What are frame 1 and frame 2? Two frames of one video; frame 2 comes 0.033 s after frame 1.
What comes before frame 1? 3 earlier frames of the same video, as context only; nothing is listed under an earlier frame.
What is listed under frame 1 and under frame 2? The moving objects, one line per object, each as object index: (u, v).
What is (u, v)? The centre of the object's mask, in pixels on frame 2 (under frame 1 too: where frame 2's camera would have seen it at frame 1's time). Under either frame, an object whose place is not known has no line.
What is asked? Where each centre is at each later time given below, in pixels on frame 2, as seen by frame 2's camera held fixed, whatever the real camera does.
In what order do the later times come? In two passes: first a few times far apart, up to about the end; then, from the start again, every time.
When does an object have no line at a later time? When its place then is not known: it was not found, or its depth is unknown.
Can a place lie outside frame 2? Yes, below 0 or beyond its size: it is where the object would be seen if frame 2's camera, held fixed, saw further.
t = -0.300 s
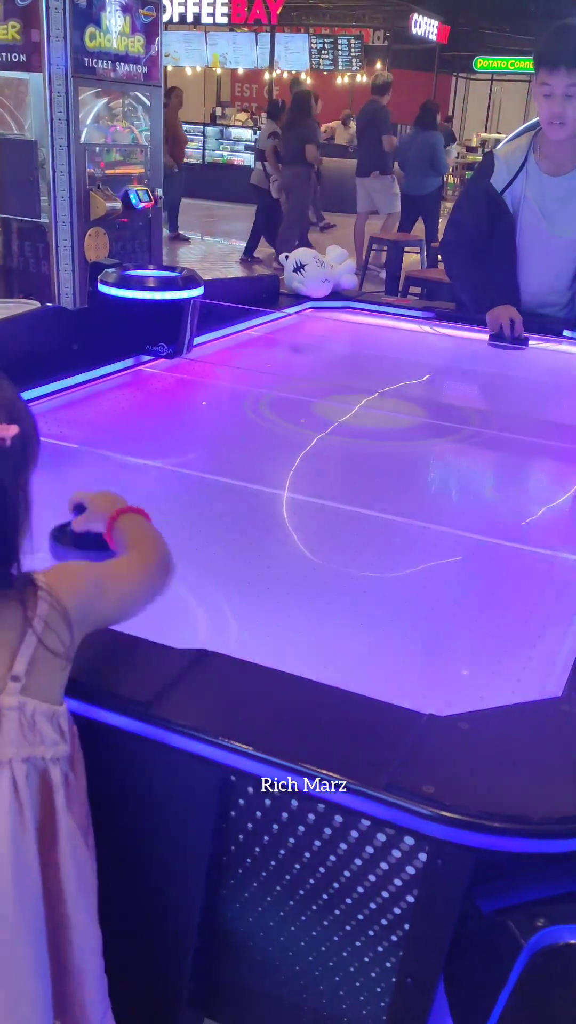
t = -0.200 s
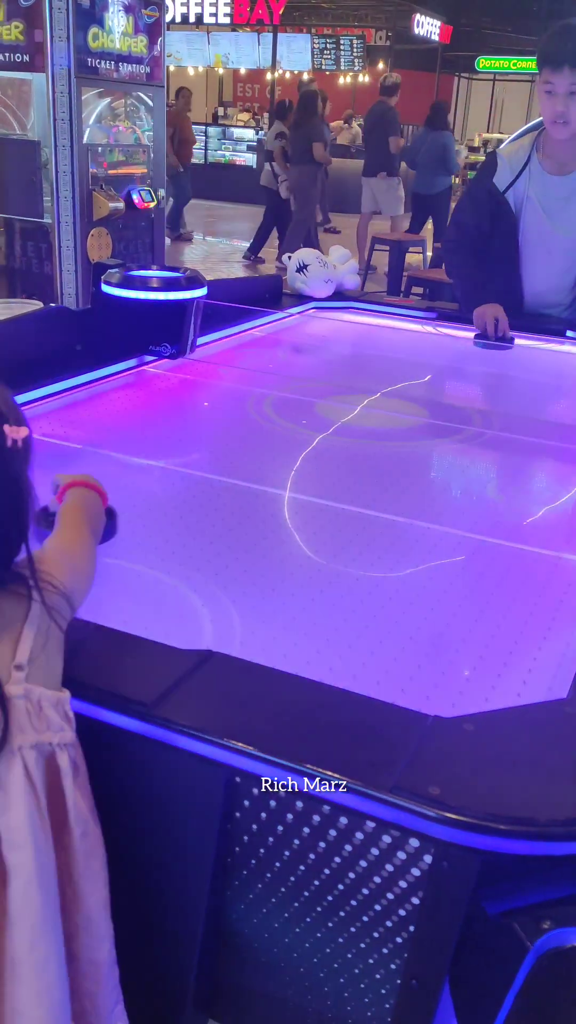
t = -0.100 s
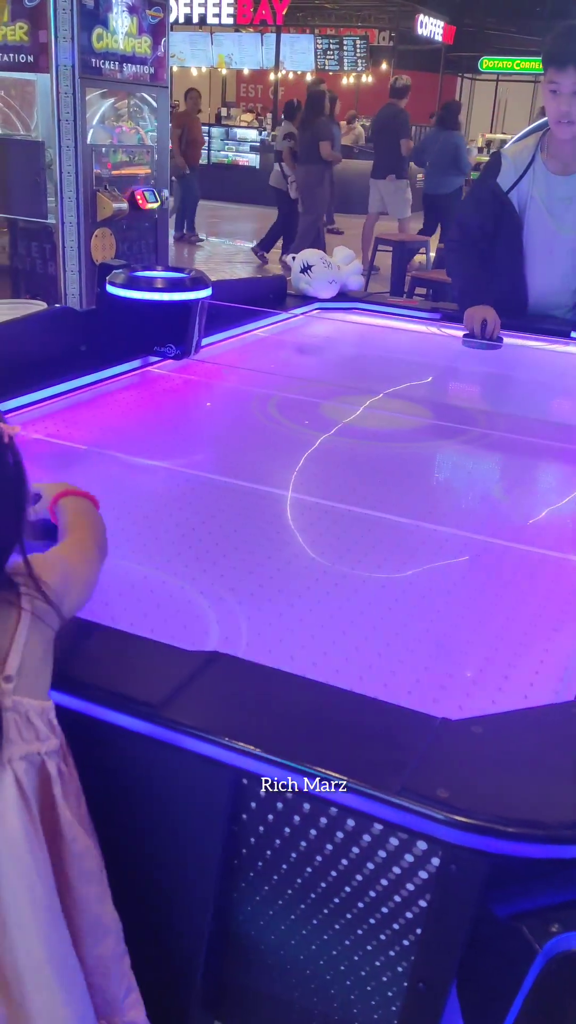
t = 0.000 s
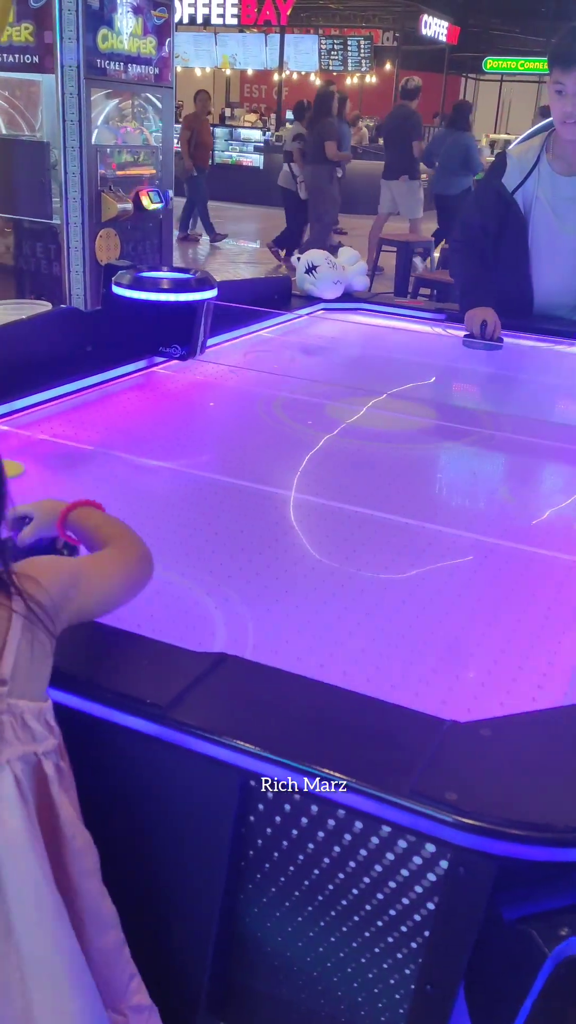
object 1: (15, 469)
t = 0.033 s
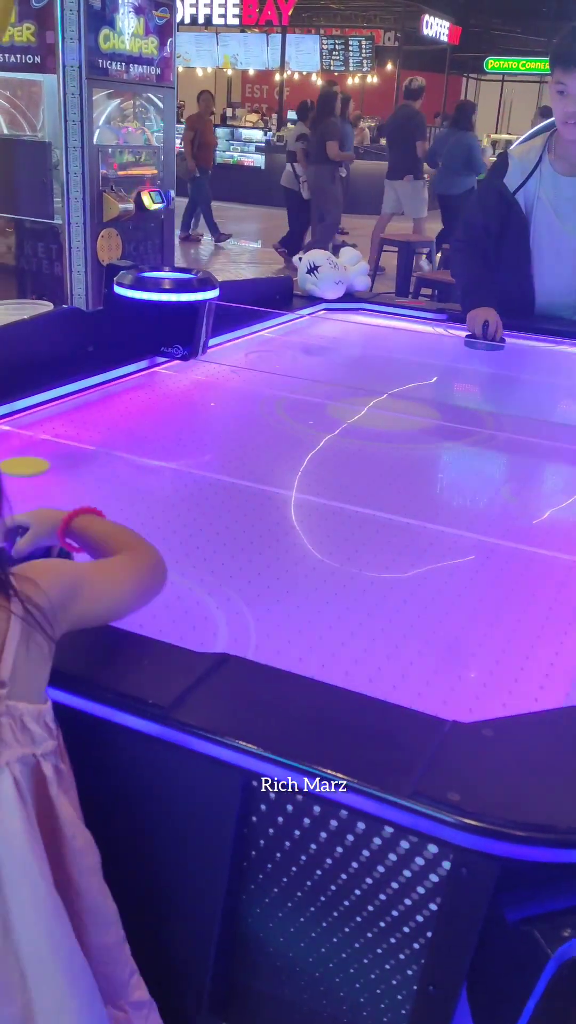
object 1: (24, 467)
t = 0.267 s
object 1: (173, 448)
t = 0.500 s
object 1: (298, 431)
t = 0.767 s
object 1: (420, 415)
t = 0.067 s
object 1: (47, 464)
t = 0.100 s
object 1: (69, 461)
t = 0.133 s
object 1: (90, 458)
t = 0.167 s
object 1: (112, 455)
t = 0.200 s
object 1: (133, 453)
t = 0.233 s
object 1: (153, 450)
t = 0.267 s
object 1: (173, 448)
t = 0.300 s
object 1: (192, 445)
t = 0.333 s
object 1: (211, 442)
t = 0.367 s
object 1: (229, 440)
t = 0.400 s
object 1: (247, 438)
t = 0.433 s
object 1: (264, 435)
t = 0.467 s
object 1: (281, 433)
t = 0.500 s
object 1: (298, 431)
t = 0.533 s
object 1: (314, 429)
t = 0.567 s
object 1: (330, 426)
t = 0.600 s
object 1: (346, 424)
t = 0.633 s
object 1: (361, 422)
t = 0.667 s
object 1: (377, 421)
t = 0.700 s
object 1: (392, 419)
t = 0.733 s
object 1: (406, 417)
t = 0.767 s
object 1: (420, 415)
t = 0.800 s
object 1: (434, 413)
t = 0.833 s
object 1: (448, 411)
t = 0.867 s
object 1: (462, 410)
